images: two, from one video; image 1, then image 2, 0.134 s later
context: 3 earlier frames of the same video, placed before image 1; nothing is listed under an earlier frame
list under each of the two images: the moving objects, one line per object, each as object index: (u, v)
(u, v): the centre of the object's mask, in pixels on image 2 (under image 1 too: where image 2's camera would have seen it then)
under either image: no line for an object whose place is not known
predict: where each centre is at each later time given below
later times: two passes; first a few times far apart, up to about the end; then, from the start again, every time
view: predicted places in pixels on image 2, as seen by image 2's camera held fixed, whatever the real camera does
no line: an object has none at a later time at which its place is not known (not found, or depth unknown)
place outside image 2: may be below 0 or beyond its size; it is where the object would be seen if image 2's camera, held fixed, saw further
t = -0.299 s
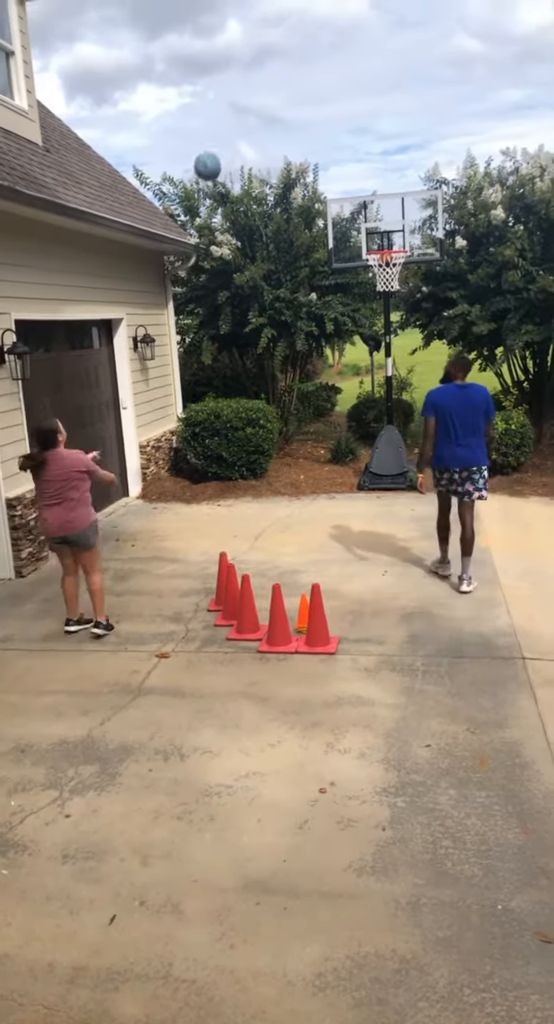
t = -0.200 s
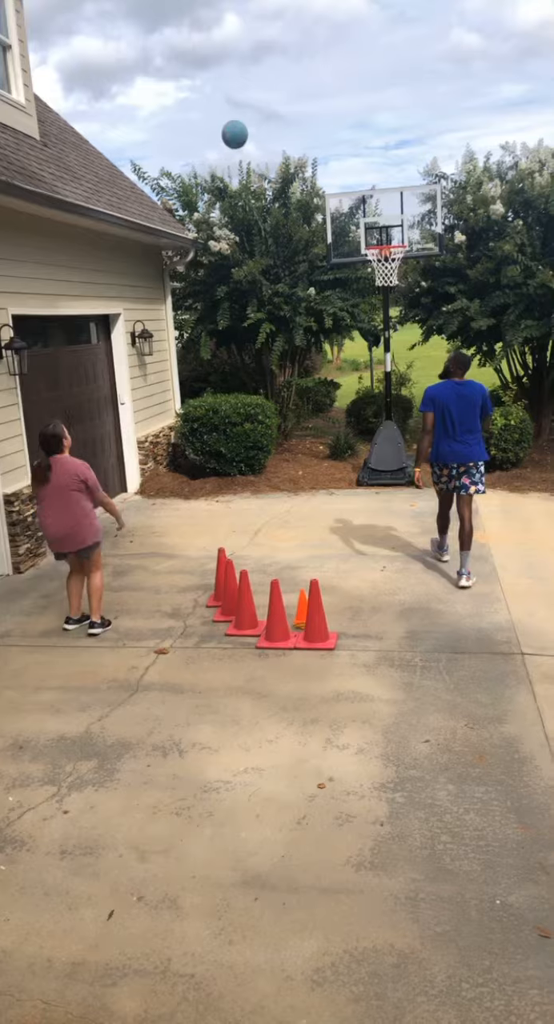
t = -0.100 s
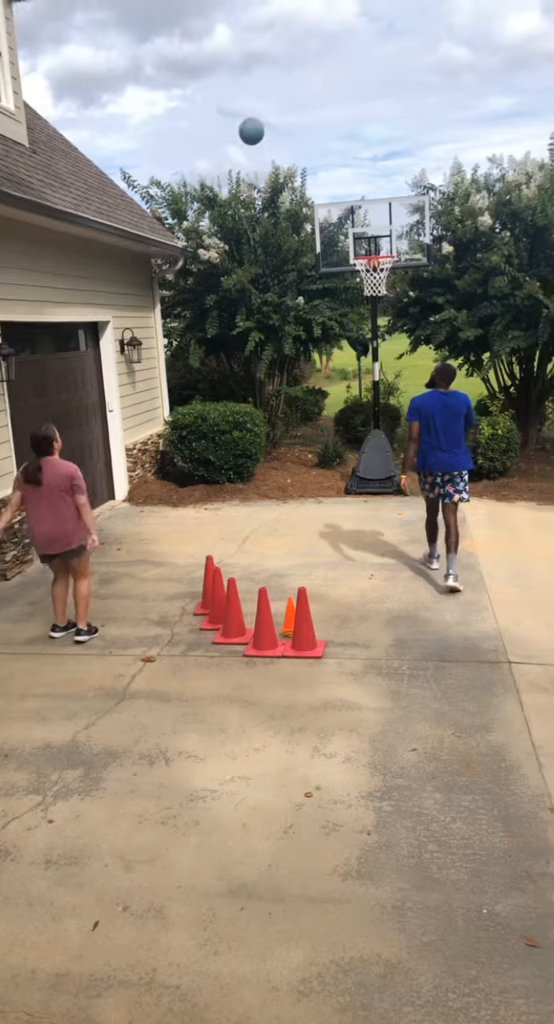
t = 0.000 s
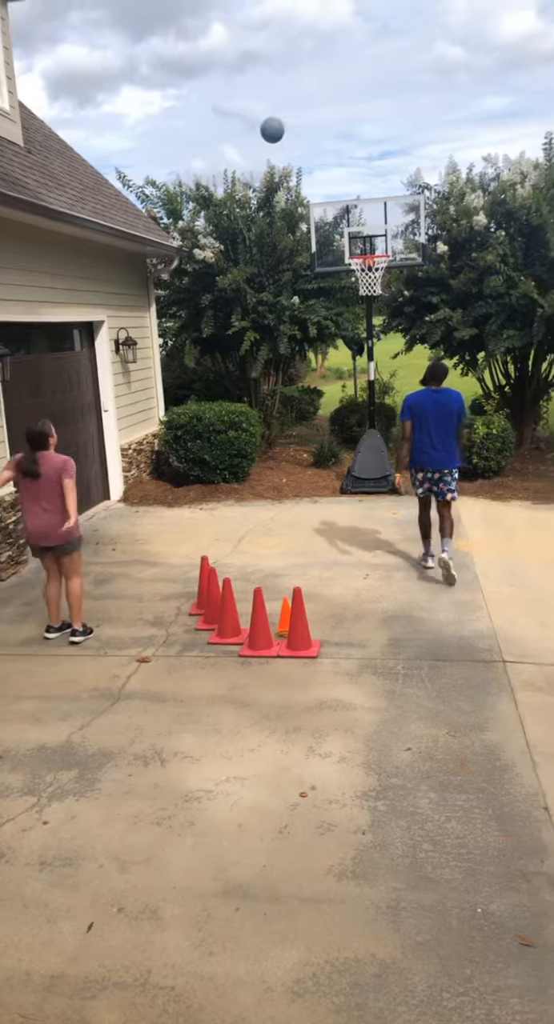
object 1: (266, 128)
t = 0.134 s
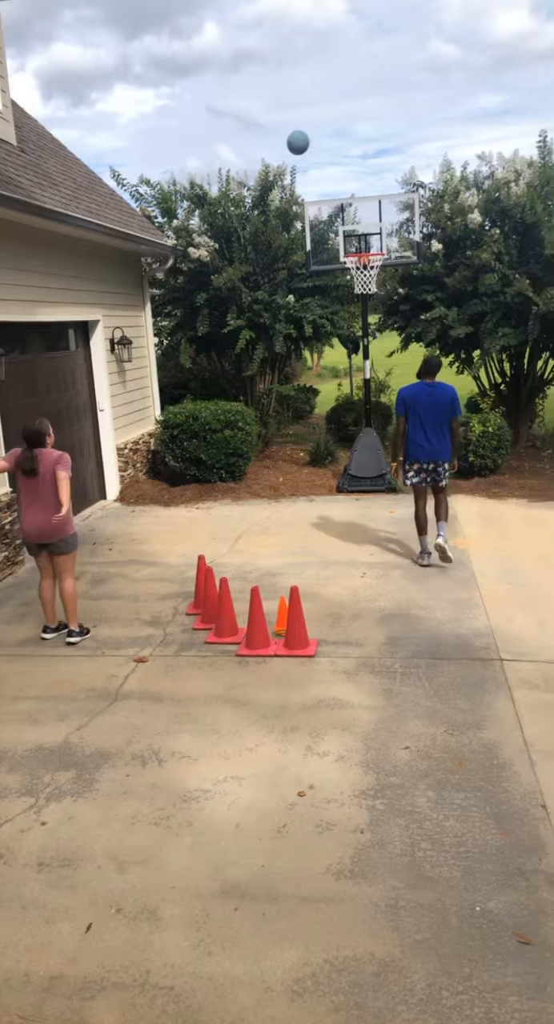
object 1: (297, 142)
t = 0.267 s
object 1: (326, 172)
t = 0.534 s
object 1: (371, 233)
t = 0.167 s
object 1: (305, 148)
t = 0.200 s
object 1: (312, 155)
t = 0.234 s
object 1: (319, 163)
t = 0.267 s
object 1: (326, 172)
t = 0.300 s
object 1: (333, 181)
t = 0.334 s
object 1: (339, 191)
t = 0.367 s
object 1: (346, 202)
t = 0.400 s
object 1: (353, 215)
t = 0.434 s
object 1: (358, 226)
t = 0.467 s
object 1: (364, 239)
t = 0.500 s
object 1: (368, 244)
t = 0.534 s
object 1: (371, 233)
